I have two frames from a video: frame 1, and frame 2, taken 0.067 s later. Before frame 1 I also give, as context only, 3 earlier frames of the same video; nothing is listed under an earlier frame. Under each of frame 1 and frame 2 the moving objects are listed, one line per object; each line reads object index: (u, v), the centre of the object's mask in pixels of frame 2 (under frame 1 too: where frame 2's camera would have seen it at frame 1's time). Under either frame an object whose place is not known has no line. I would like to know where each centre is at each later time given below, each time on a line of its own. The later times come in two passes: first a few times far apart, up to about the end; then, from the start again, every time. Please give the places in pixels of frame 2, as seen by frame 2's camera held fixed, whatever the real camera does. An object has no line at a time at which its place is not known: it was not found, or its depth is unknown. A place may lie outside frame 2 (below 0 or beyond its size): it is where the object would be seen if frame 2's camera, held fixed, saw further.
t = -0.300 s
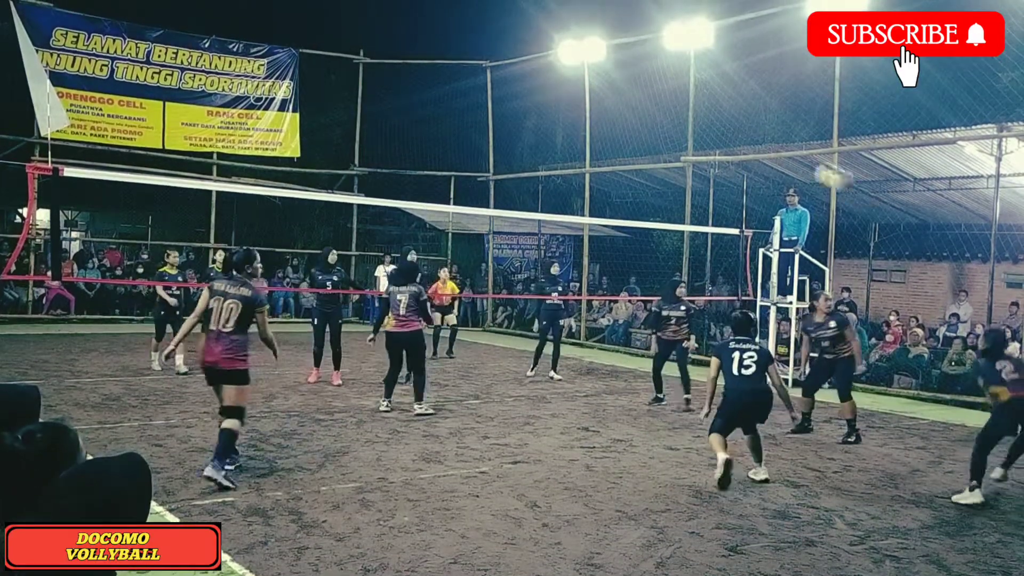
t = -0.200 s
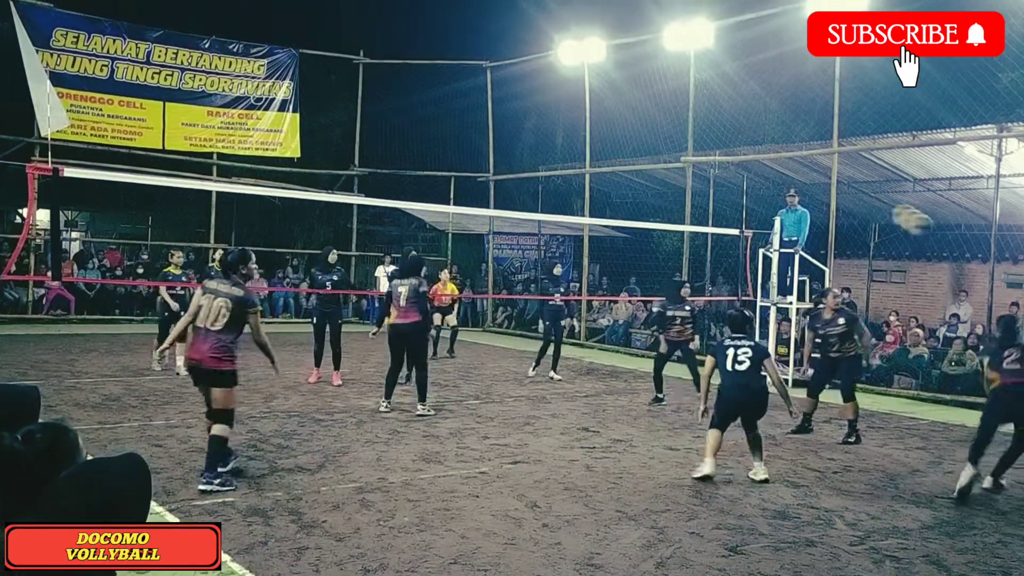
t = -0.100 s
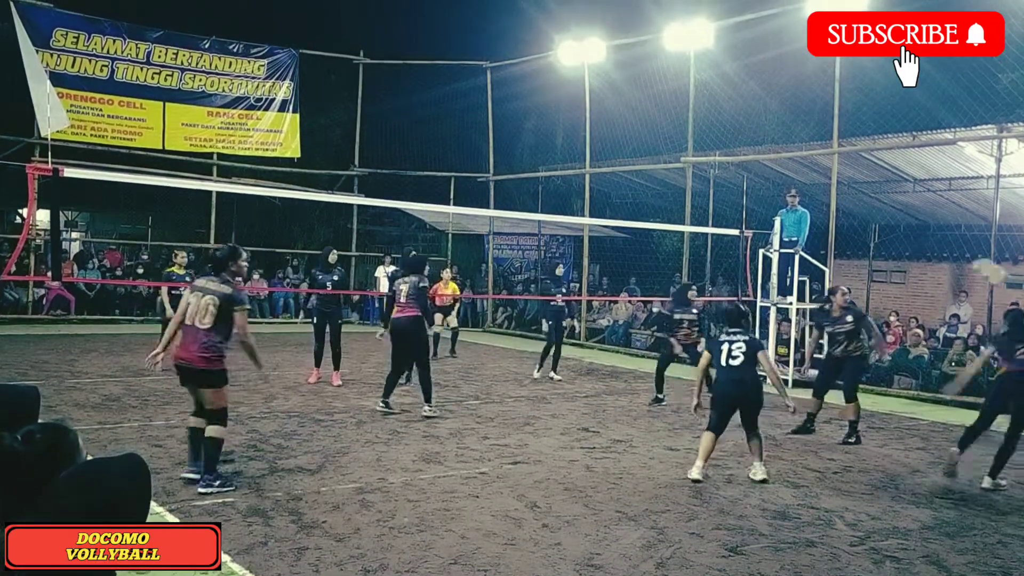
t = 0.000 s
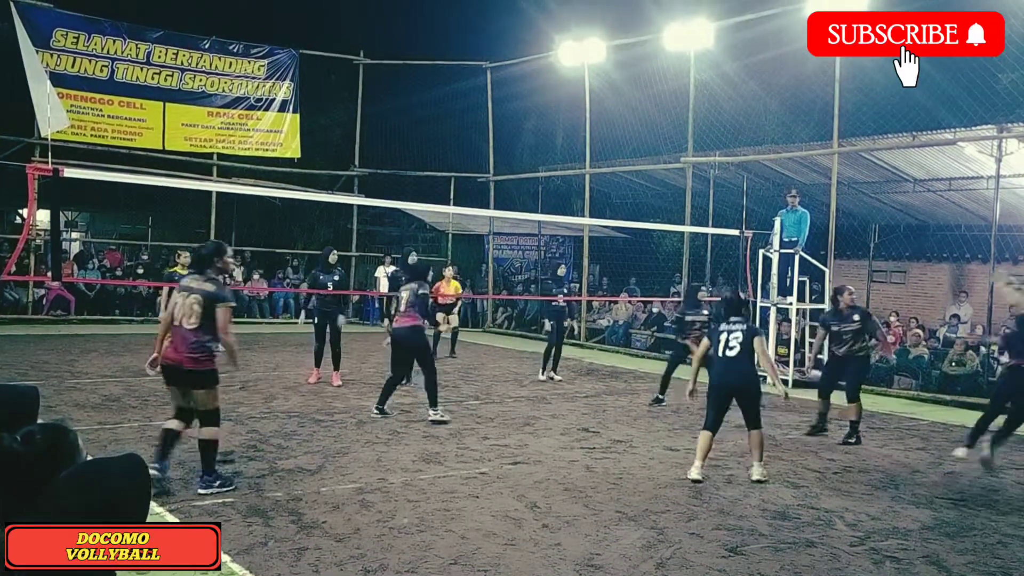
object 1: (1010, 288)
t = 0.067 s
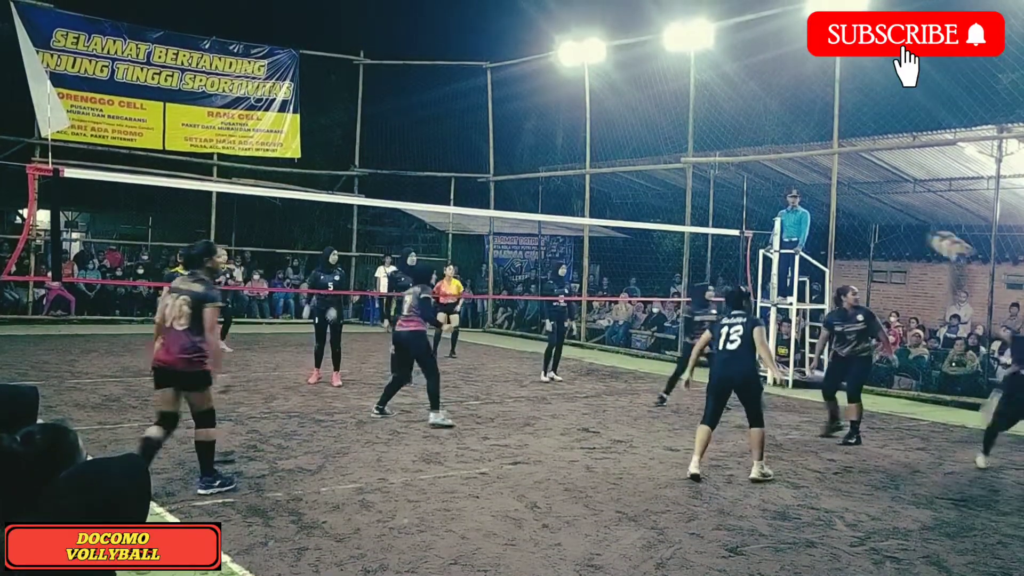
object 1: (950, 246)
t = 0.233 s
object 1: (802, 164)
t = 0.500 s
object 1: (595, 109)
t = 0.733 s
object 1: (433, 123)
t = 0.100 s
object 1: (917, 224)
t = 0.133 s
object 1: (890, 207)
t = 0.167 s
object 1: (863, 192)
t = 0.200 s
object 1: (831, 177)
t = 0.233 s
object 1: (802, 164)
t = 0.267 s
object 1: (774, 151)
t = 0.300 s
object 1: (749, 142)
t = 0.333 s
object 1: (725, 134)
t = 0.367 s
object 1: (699, 126)
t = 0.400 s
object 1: (670, 120)
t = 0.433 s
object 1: (647, 116)
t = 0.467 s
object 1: (623, 111)
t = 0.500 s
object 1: (595, 109)
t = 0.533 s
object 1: (571, 107)
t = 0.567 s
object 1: (549, 107)
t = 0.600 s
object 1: (525, 109)
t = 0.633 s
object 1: (501, 111)
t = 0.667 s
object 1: (479, 114)
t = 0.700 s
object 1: (457, 118)
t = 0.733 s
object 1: (433, 123)
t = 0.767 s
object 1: (411, 130)
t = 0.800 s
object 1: (391, 136)
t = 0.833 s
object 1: (369, 144)
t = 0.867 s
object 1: (345, 154)
